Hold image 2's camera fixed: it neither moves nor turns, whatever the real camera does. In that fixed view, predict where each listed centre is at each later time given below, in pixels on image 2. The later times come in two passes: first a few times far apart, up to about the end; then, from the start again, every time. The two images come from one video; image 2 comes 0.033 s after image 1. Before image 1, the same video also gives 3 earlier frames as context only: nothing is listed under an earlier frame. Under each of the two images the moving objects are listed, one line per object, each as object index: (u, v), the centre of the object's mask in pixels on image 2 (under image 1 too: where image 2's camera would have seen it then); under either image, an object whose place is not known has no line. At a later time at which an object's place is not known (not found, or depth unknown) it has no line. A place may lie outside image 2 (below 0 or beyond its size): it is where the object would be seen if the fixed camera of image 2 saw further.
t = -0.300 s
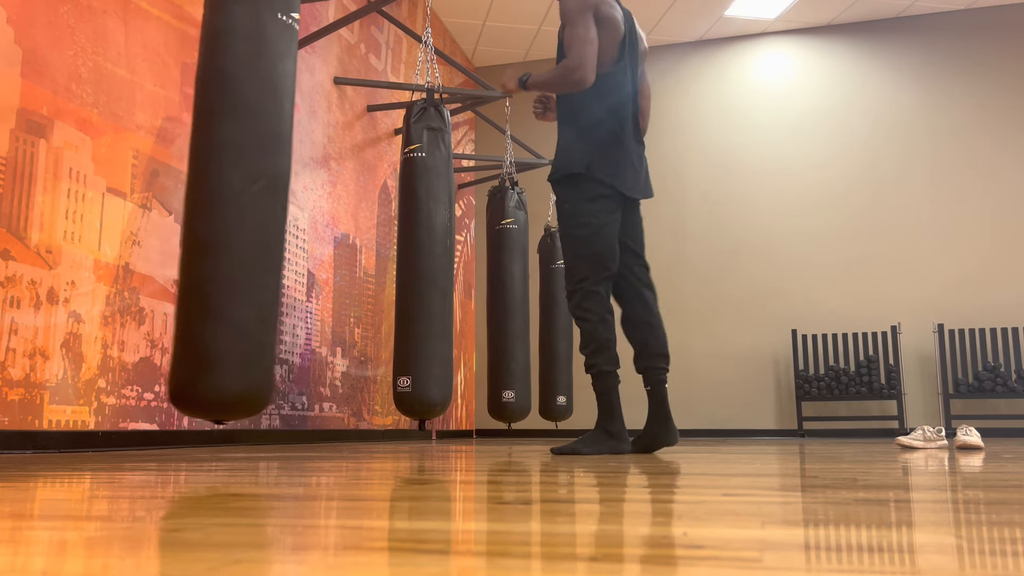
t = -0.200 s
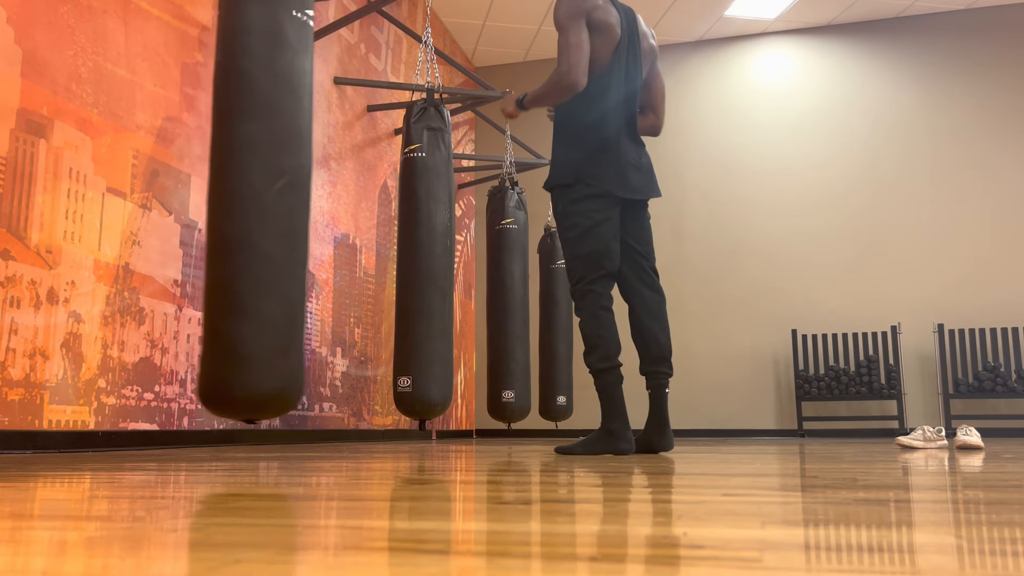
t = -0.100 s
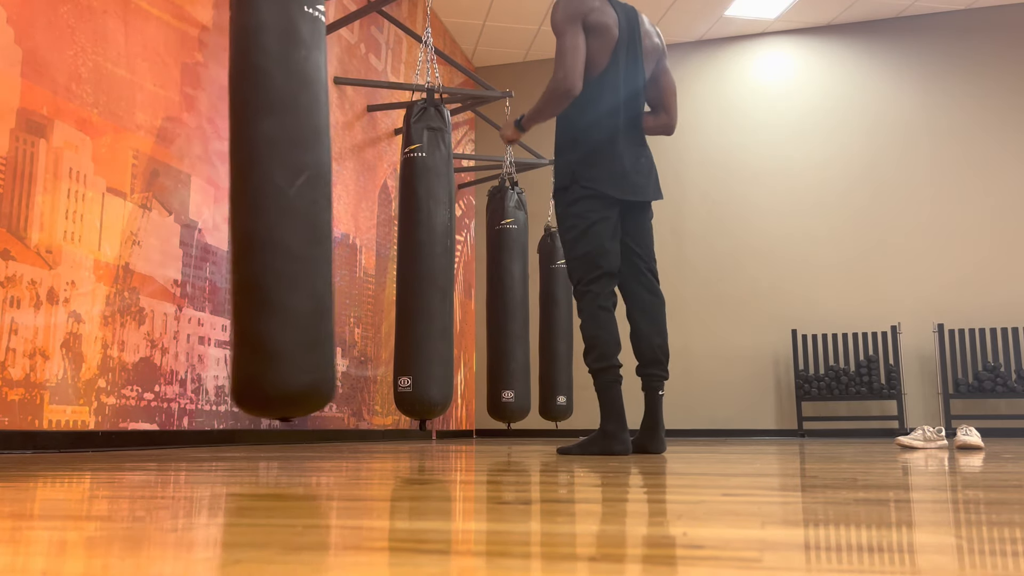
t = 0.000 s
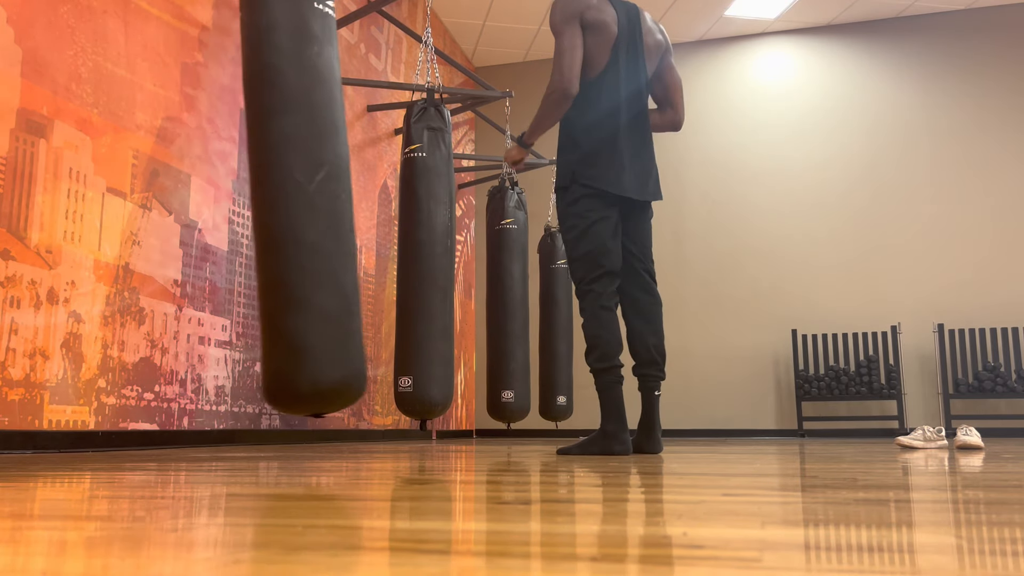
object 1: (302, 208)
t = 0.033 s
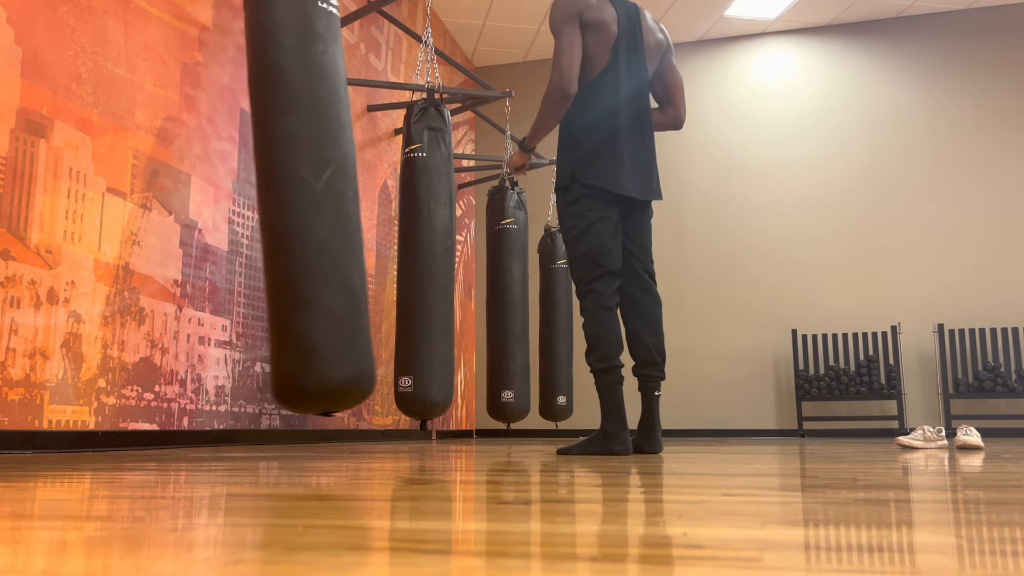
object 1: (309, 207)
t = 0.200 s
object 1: (336, 204)
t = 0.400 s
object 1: (352, 201)
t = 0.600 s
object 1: (349, 202)
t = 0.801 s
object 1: (326, 206)
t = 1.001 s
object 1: (289, 210)
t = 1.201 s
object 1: (245, 210)
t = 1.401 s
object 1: (205, 208)
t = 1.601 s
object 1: (175, 205)
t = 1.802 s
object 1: (160, 203)
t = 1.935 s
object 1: (161, 203)
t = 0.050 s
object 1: (312, 207)
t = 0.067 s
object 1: (315, 207)
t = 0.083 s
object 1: (318, 206)
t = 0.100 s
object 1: (321, 206)
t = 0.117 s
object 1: (324, 205)
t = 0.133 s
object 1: (326, 205)
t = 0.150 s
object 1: (329, 205)
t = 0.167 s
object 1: (331, 204)
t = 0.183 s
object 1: (334, 204)
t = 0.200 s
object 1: (336, 204)
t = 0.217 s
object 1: (338, 204)
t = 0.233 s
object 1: (340, 203)
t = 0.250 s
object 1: (342, 203)
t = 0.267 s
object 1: (344, 203)
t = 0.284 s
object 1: (345, 202)
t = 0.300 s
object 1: (347, 202)
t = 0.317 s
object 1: (348, 202)
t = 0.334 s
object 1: (349, 202)
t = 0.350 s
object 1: (350, 202)
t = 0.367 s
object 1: (351, 201)
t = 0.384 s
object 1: (352, 201)
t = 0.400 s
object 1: (352, 201)
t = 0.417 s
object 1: (353, 201)
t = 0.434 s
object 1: (353, 201)
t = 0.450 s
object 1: (353, 201)
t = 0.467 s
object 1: (353, 201)
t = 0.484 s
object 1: (353, 201)
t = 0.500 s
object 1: (353, 201)
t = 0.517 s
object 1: (352, 201)
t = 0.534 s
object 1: (352, 201)
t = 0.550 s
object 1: (351, 201)
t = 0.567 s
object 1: (351, 202)
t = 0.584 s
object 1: (350, 202)
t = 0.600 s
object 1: (349, 202)
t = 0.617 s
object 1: (348, 202)
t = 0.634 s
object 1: (346, 203)
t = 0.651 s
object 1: (345, 203)
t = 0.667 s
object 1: (343, 203)
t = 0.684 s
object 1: (341, 204)
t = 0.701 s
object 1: (339, 204)
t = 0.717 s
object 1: (337, 204)
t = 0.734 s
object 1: (335, 204)
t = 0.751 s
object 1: (333, 205)
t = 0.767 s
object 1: (331, 205)
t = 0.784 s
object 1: (328, 205)
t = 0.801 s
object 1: (326, 206)
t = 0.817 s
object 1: (323, 206)
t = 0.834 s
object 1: (320, 206)
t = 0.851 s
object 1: (318, 207)
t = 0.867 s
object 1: (315, 207)
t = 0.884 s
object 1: (312, 207)
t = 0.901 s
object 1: (309, 208)
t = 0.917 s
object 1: (306, 208)
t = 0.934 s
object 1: (302, 209)
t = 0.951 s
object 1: (299, 209)
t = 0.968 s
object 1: (296, 209)
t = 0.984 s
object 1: (293, 209)
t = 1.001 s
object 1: (289, 210)
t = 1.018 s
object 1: (285, 210)
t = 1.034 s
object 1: (282, 209)
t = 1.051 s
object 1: (278, 209)
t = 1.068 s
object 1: (275, 209)
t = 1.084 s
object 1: (271, 210)
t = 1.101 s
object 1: (267, 210)
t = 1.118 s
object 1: (264, 210)
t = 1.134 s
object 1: (260, 210)
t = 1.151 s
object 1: (256, 210)
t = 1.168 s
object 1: (253, 210)
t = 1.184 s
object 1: (249, 210)
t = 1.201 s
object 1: (245, 210)
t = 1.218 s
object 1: (242, 210)
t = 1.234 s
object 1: (238, 210)
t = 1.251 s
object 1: (235, 210)
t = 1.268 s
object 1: (231, 210)
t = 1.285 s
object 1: (228, 210)
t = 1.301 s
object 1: (224, 210)
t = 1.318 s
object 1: (221, 209)
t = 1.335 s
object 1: (218, 209)
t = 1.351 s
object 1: (214, 209)
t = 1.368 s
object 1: (211, 208)
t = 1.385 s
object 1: (208, 208)
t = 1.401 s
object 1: (205, 208)
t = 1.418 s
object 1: (202, 208)
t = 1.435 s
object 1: (199, 207)
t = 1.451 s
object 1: (196, 207)
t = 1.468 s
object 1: (193, 207)
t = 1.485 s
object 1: (191, 207)
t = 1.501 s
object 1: (188, 206)
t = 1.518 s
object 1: (186, 206)
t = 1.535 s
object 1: (183, 206)
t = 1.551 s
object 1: (181, 205)
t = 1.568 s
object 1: (179, 205)
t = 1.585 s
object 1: (177, 205)
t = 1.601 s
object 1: (175, 205)
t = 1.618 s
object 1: (173, 205)
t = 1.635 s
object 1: (171, 204)
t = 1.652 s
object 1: (170, 204)
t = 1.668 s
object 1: (168, 204)
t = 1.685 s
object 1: (167, 204)
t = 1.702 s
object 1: (165, 203)
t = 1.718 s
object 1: (164, 203)
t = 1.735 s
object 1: (163, 203)
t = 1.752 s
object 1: (162, 203)
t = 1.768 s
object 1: (161, 203)
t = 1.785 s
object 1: (161, 203)
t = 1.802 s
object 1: (160, 203)
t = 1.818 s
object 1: (160, 203)
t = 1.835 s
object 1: (159, 203)
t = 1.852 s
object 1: (159, 203)
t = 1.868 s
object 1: (159, 203)
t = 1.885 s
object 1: (159, 203)
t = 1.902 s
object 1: (160, 203)
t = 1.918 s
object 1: (160, 203)
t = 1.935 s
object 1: (161, 203)
